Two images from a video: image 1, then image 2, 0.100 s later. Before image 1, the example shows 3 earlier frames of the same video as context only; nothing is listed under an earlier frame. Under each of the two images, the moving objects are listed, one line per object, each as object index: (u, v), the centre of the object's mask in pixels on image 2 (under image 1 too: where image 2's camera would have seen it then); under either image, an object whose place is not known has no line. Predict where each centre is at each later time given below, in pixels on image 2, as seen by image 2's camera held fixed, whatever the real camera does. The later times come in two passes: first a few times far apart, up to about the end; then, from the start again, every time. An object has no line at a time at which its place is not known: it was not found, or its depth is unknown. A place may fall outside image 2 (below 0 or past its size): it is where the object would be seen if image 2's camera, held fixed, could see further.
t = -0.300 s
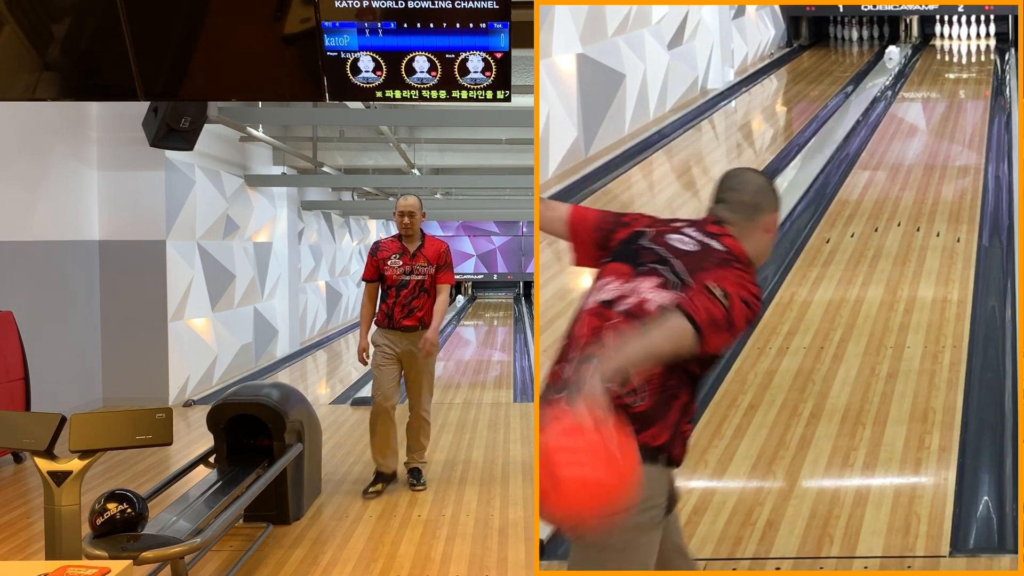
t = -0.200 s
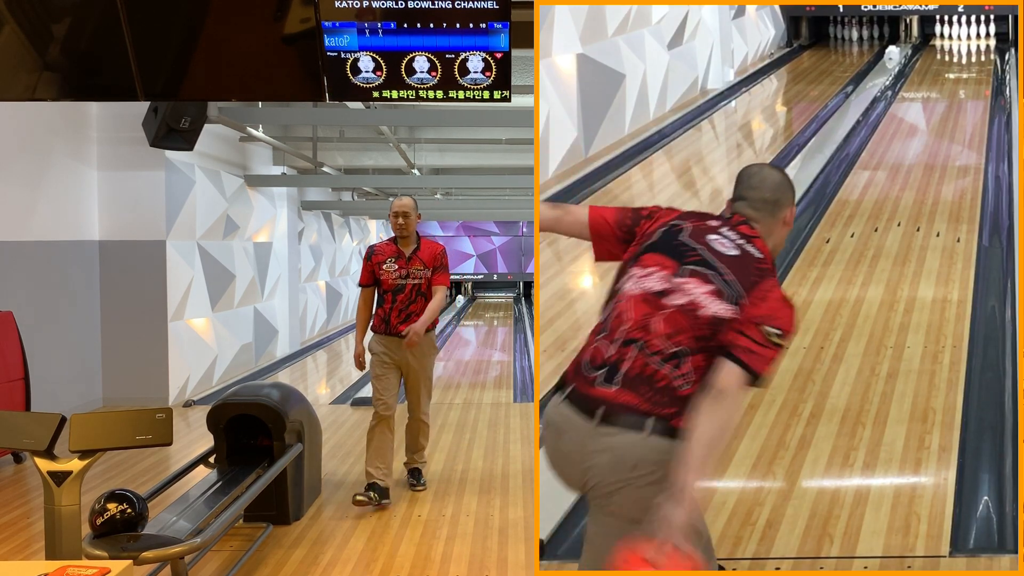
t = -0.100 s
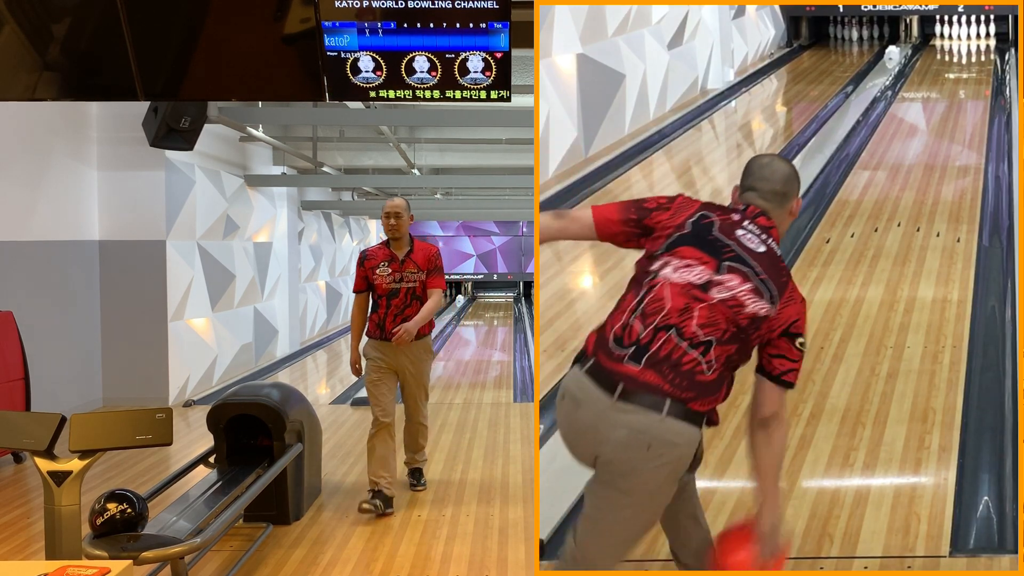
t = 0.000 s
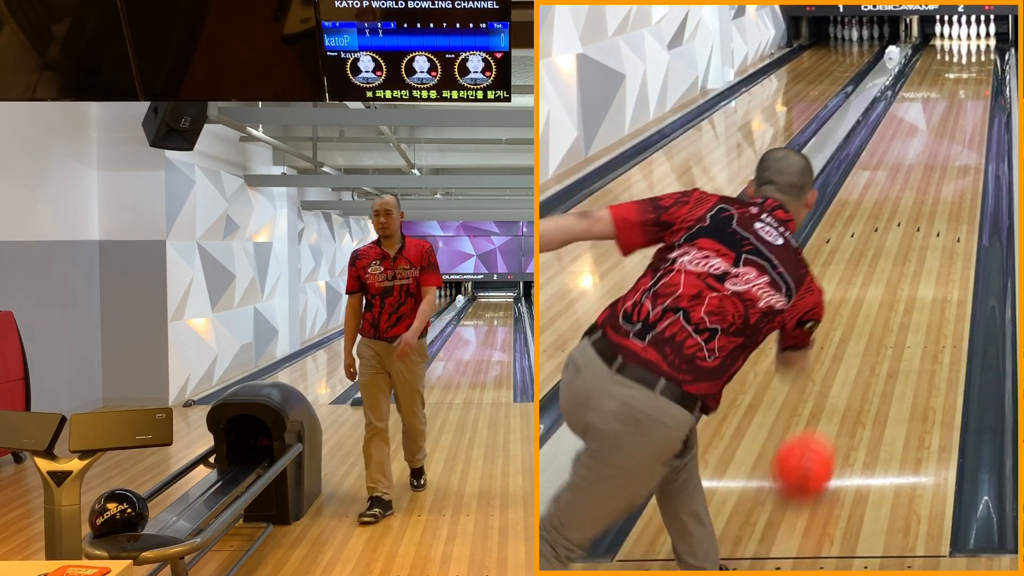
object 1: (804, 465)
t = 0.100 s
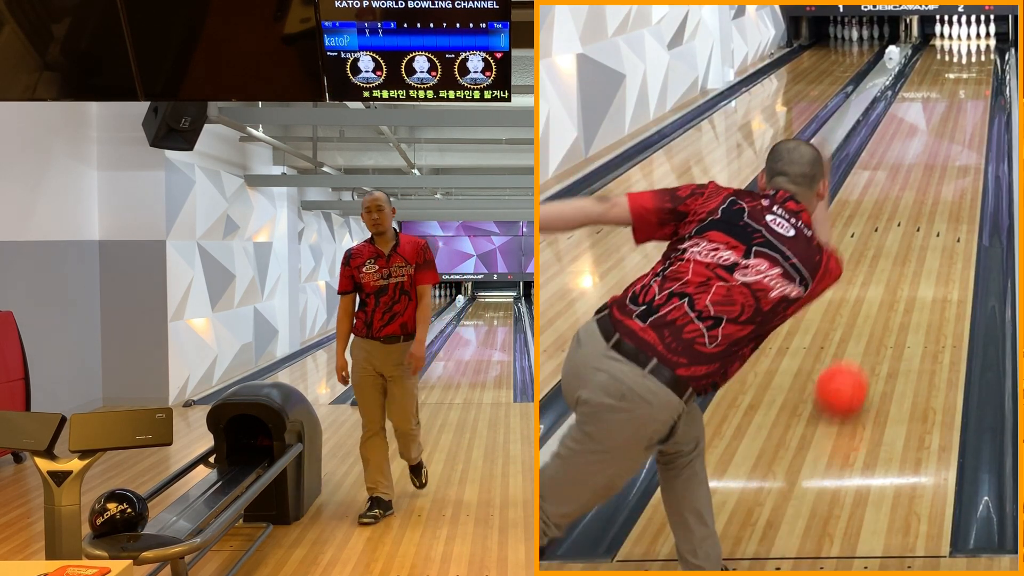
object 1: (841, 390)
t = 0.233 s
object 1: (876, 315)
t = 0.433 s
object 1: (912, 238)
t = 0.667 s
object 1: (938, 179)
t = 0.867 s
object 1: (953, 144)
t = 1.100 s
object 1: (965, 113)
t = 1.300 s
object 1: (972, 93)
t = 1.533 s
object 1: (976, 75)
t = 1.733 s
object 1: (978, 63)
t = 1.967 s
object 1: (976, 51)
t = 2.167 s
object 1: (973, 42)
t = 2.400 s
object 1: (968, 35)
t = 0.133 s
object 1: (851, 368)
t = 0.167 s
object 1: (860, 349)
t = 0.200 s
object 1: (869, 331)
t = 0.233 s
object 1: (876, 315)
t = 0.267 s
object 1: (884, 299)
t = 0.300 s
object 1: (890, 285)
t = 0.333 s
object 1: (896, 272)
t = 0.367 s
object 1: (902, 260)
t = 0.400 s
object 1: (907, 248)
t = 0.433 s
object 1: (912, 238)
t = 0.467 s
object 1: (916, 228)
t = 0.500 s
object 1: (920, 218)
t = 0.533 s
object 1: (924, 210)
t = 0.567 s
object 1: (928, 201)
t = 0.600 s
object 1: (931, 194)
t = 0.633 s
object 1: (935, 186)
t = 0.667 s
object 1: (938, 179)
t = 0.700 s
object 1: (941, 173)
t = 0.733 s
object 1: (944, 166)
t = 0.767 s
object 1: (946, 161)
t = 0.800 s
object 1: (949, 155)
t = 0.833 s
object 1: (951, 149)
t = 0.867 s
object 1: (953, 144)
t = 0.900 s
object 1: (955, 139)
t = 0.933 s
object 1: (957, 135)
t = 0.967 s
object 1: (959, 130)
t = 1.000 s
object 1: (961, 126)
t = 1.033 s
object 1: (962, 121)
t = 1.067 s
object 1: (963, 117)
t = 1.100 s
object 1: (965, 113)
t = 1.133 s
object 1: (966, 110)
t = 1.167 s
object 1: (968, 106)
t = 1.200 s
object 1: (969, 103)
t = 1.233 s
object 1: (970, 100)
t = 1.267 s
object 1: (971, 97)
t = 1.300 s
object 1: (972, 93)
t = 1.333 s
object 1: (973, 91)
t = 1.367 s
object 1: (973, 88)
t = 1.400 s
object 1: (974, 85)
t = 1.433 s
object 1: (974, 83)
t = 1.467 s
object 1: (975, 80)
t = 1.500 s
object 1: (976, 78)
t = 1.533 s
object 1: (976, 75)
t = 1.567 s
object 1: (976, 73)
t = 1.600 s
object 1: (977, 71)
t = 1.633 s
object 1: (977, 69)
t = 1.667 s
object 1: (977, 67)
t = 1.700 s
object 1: (977, 65)
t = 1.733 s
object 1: (978, 63)
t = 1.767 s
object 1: (978, 61)
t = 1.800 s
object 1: (978, 59)
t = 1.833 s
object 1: (977, 57)
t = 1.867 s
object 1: (977, 56)
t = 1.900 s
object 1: (977, 54)
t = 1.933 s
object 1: (977, 52)
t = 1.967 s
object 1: (976, 51)
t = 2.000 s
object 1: (976, 49)
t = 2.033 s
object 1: (975, 48)
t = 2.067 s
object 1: (975, 46)
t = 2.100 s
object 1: (974, 45)
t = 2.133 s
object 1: (973, 43)
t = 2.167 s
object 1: (973, 42)
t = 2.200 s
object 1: (973, 41)
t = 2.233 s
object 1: (972, 39)
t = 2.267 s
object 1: (971, 38)
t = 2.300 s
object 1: (970, 37)
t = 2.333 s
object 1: (969, 36)
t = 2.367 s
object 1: (967, 35)
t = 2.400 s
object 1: (968, 35)
